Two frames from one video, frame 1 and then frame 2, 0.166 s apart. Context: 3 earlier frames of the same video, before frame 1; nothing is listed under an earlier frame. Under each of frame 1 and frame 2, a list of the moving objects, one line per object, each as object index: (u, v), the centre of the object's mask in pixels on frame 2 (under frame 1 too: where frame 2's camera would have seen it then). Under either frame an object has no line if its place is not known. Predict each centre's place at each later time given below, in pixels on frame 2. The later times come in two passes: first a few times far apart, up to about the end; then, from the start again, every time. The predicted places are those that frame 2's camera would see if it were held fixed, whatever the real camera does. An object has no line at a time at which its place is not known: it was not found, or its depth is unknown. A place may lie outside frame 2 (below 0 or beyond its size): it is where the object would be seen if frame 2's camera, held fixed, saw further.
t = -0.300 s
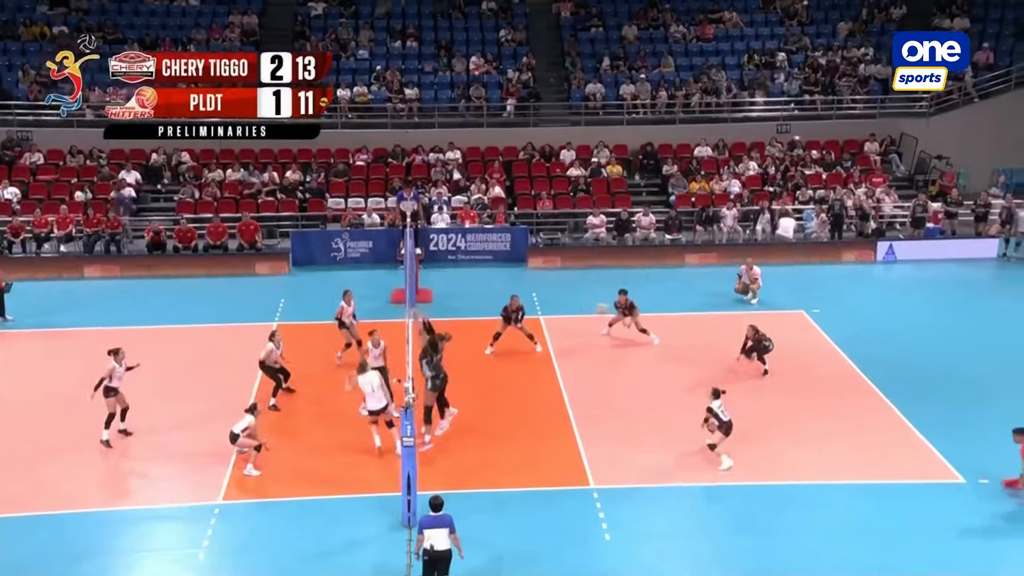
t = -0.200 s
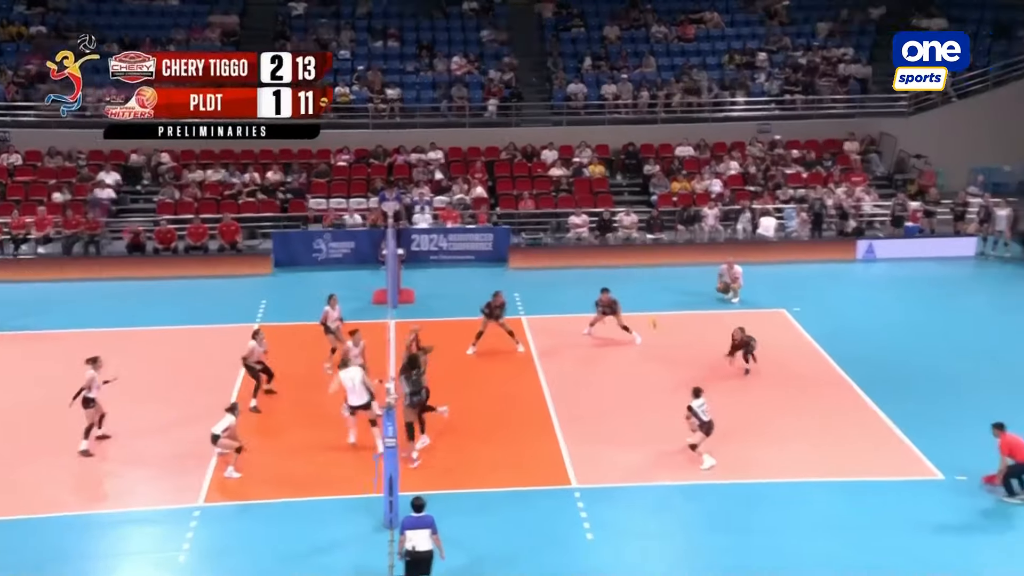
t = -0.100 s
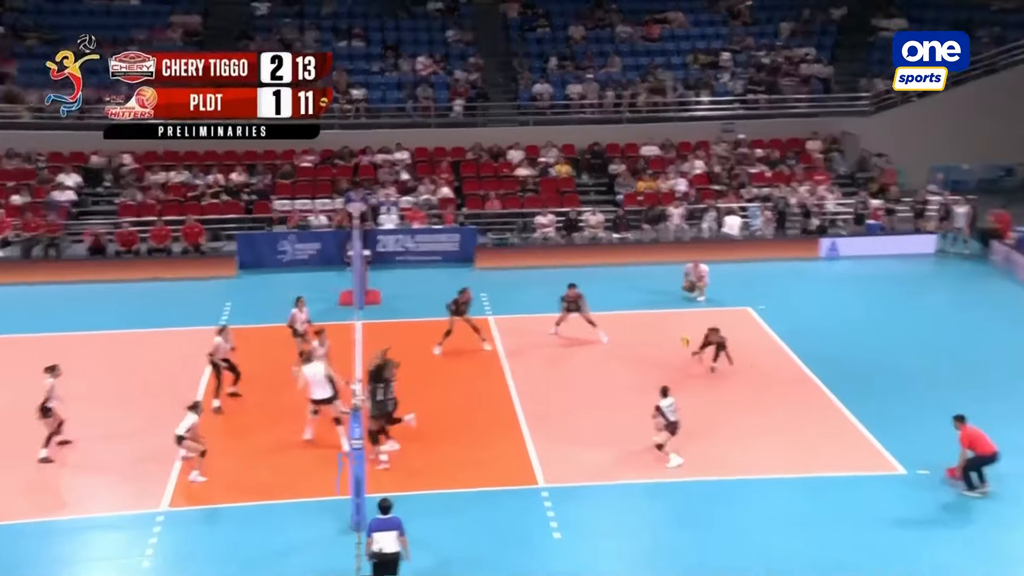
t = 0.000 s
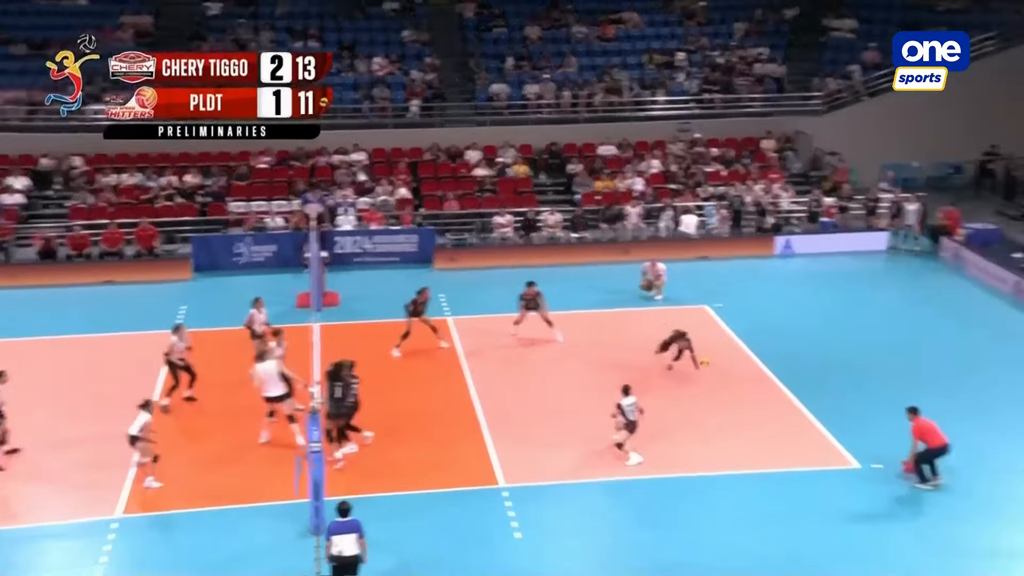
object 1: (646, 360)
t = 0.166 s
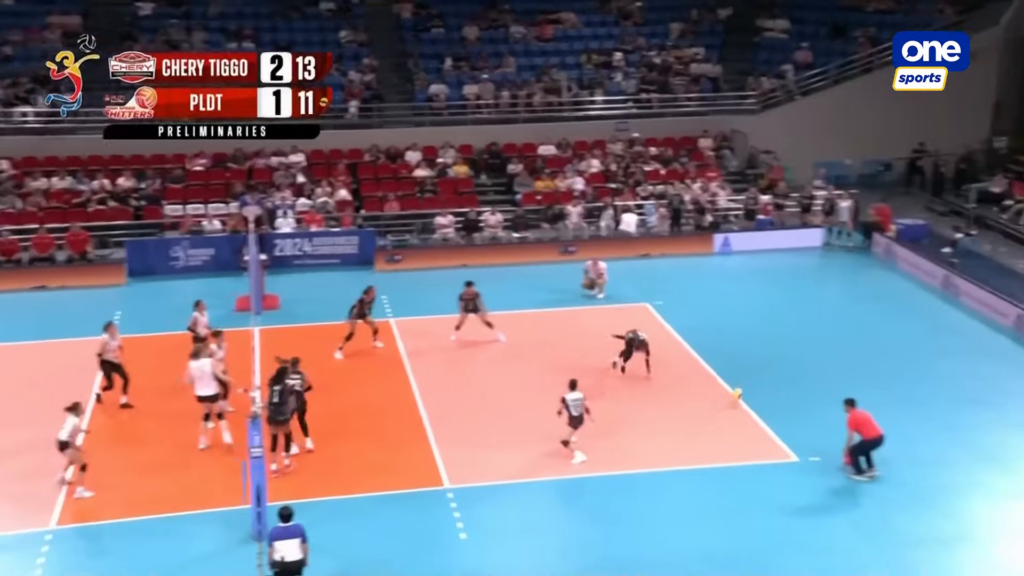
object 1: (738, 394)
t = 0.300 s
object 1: (793, 356)
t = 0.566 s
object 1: (897, 313)
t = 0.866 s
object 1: (1004, 312)
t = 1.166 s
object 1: (1073, 349)
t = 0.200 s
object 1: (750, 384)
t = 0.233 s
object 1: (765, 374)
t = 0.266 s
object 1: (779, 366)
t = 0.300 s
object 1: (793, 356)
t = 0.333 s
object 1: (806, 348)
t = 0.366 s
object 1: (819, 341)
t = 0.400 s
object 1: (833, 335)
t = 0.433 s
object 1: (846, 330)
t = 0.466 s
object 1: (860, 324)
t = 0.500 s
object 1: (873, 320)
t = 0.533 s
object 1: (885, 315)
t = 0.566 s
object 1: (897, 313)
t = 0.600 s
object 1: (910, 311)
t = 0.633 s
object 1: (923, 308)
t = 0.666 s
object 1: (936, 307)
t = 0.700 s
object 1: (947, 306)
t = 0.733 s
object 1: (960, 306)
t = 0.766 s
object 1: (971, 307)
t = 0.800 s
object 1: (983, 308)
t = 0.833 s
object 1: (993, 310)
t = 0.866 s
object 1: (1004, 312)
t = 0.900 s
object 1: (1014, 316)
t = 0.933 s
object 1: (1024, 318)
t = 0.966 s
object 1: (1034, 322)
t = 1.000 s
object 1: (1045, 328)
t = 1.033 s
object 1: (1054, 333)
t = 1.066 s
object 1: (1064, 339)
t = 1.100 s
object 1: (1071, 345)
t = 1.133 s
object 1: (1078, 349)
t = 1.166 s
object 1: (1073, 349)
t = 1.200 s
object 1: (1063, 348)
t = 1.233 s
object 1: (1055, 351)
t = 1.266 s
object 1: (1048, 351)
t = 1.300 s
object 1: (1040, 353)
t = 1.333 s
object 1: (1033, 356)
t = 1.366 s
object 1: (1025, 359)
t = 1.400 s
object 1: (1017, 363)
